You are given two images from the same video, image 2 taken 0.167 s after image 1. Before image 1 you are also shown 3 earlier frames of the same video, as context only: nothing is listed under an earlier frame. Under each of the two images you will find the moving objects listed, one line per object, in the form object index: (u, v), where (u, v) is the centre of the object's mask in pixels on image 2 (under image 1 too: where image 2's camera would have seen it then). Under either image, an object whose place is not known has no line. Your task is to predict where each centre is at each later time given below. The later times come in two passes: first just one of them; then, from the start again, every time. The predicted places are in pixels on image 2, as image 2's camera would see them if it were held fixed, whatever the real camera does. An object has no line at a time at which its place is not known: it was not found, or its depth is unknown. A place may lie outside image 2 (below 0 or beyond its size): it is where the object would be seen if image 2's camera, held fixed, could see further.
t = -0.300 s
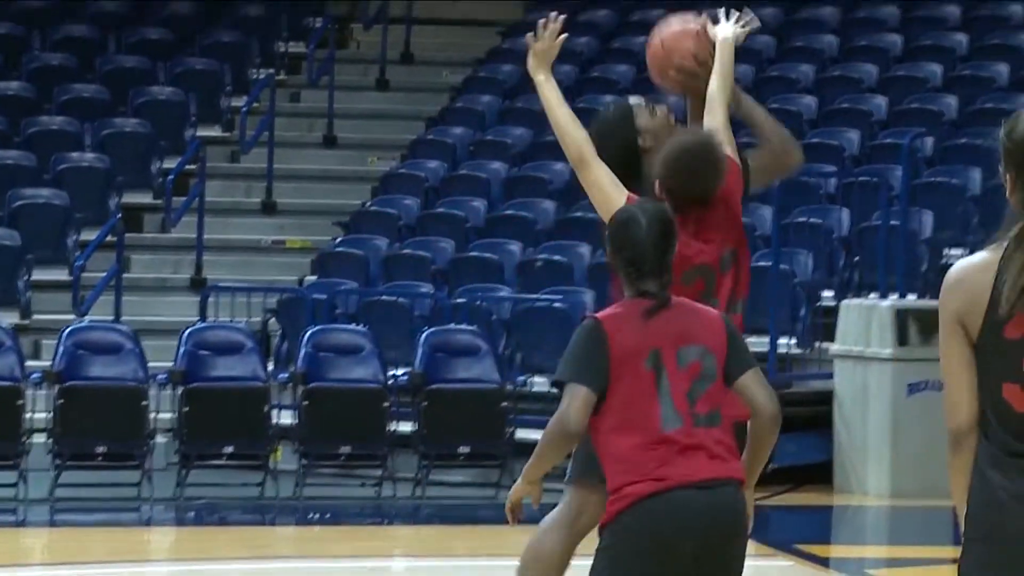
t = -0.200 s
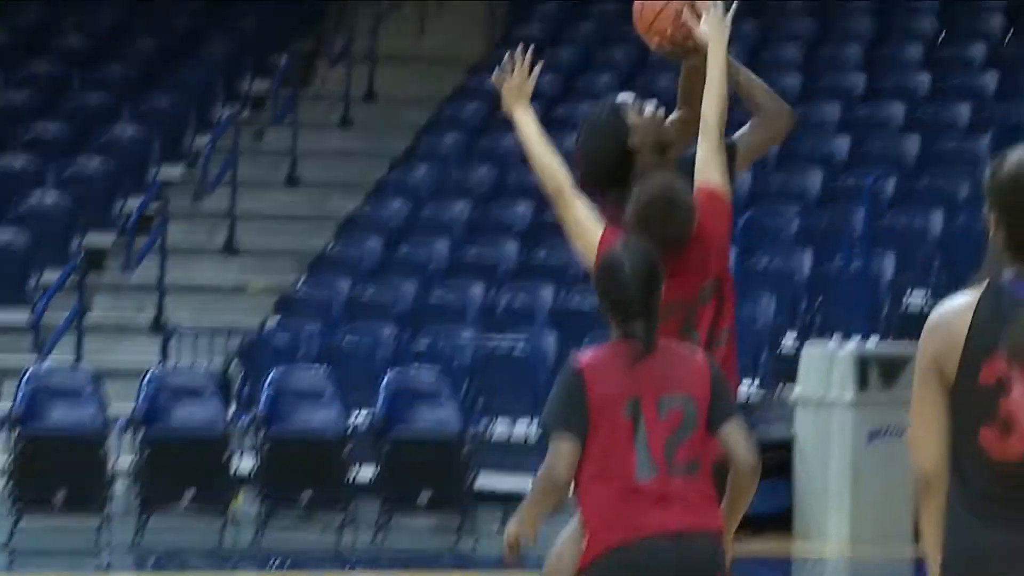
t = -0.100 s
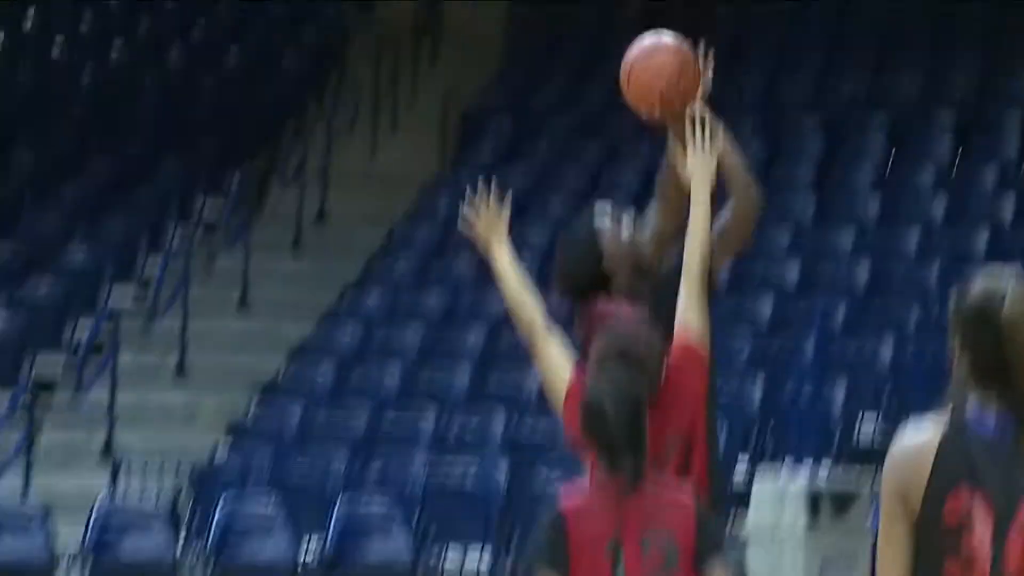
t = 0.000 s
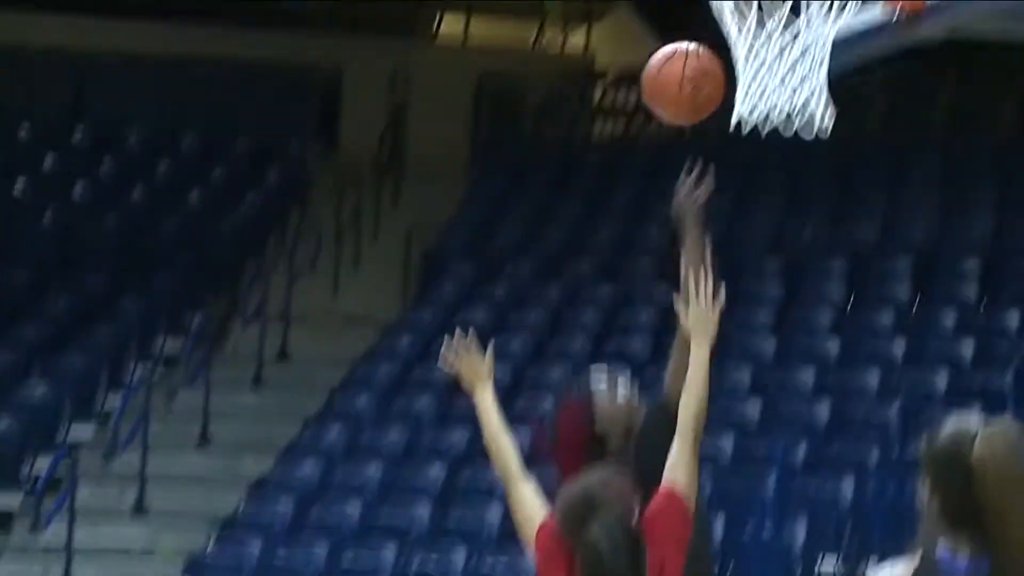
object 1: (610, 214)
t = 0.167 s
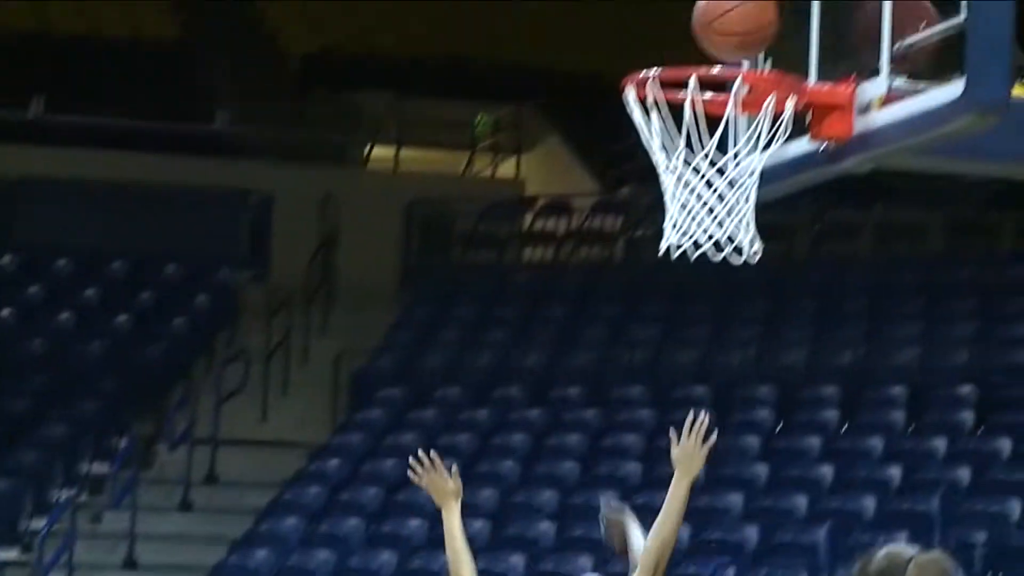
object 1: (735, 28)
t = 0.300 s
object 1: (792, -38)
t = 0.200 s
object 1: (761, 4)
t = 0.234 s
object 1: (788, -15)
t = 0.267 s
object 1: (802, -29)
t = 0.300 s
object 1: (792, -38)
